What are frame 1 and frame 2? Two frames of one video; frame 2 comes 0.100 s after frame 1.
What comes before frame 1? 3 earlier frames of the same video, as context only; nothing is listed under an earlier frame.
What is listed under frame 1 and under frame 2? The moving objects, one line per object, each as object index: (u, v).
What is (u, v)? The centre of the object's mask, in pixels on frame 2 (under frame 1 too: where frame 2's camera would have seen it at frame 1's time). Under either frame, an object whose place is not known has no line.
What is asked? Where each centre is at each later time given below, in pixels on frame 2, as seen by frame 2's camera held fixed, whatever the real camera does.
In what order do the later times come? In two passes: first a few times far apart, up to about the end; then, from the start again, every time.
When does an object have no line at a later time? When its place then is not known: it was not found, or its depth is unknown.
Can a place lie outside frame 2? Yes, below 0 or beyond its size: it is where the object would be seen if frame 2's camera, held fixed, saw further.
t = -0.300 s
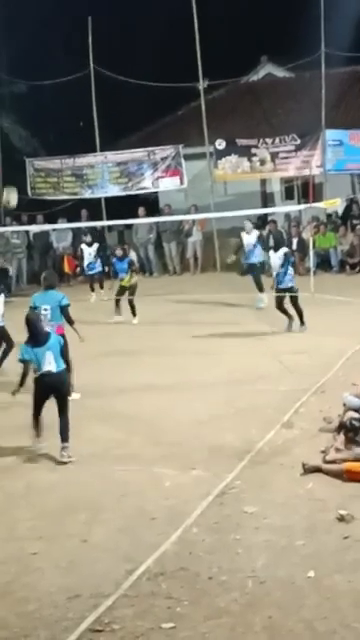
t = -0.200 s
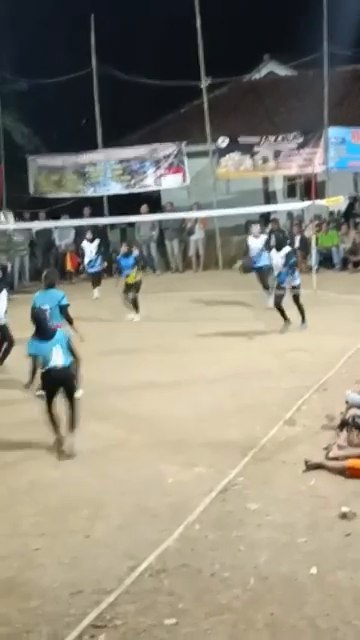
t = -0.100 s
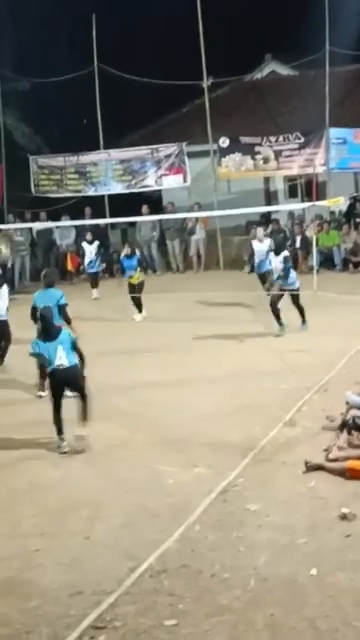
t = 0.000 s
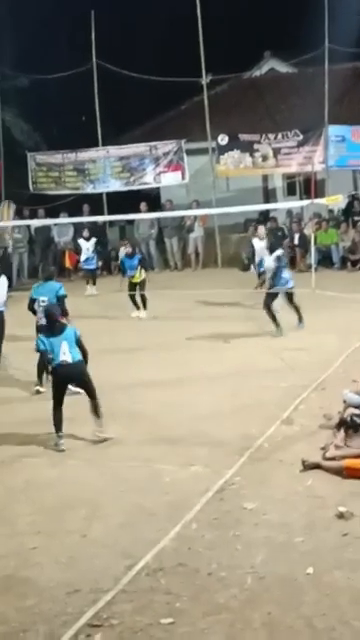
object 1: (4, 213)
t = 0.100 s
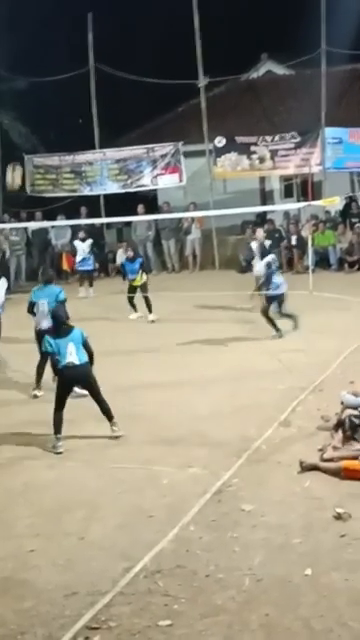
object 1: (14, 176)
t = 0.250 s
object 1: (31, 129)
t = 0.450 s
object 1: (58, 90)
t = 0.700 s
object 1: (96, 82)
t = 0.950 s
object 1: (139, 122)
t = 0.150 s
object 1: (19, 159)
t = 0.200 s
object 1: (25, 141)
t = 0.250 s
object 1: (31, 129)
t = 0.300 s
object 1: (37, 116)
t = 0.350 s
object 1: (44, 106)
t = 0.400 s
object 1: (51, 97)
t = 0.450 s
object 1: (58, 90)
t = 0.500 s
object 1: (65, 85)
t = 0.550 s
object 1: (72, 80)
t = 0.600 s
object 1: (80, 80)
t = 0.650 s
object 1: (88, 80)
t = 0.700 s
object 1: (96, 82)
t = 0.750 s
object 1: (104, 85)
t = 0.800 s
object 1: (113, 92)
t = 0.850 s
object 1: (121, 101)
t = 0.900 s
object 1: (130, 111)
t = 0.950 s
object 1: (139, 122)
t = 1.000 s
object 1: (146, 132)
